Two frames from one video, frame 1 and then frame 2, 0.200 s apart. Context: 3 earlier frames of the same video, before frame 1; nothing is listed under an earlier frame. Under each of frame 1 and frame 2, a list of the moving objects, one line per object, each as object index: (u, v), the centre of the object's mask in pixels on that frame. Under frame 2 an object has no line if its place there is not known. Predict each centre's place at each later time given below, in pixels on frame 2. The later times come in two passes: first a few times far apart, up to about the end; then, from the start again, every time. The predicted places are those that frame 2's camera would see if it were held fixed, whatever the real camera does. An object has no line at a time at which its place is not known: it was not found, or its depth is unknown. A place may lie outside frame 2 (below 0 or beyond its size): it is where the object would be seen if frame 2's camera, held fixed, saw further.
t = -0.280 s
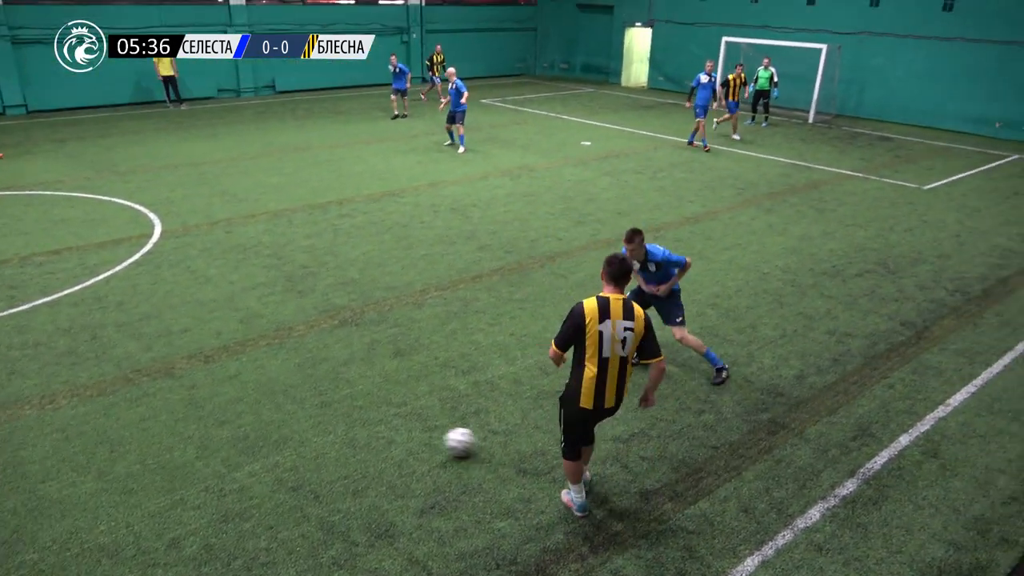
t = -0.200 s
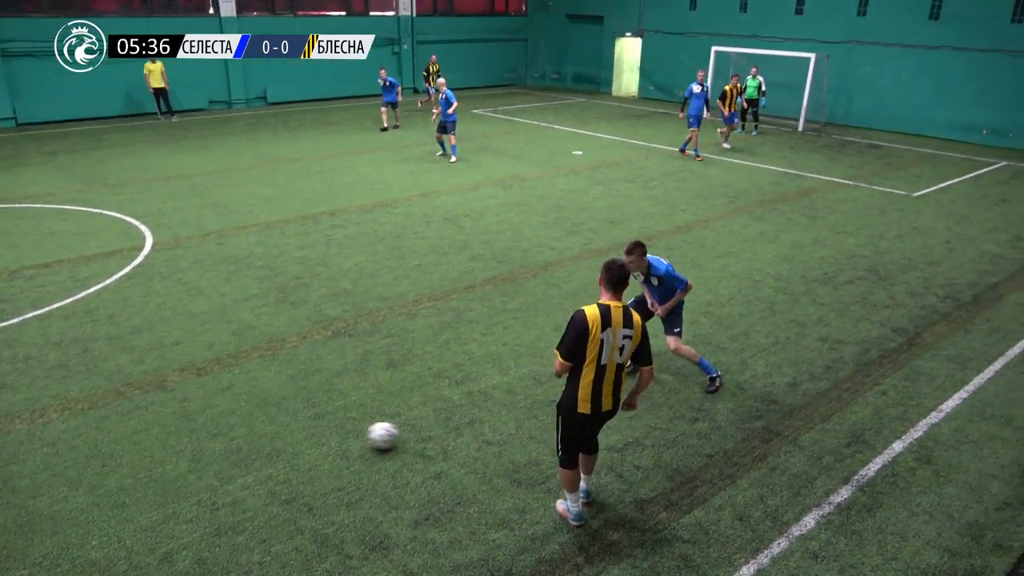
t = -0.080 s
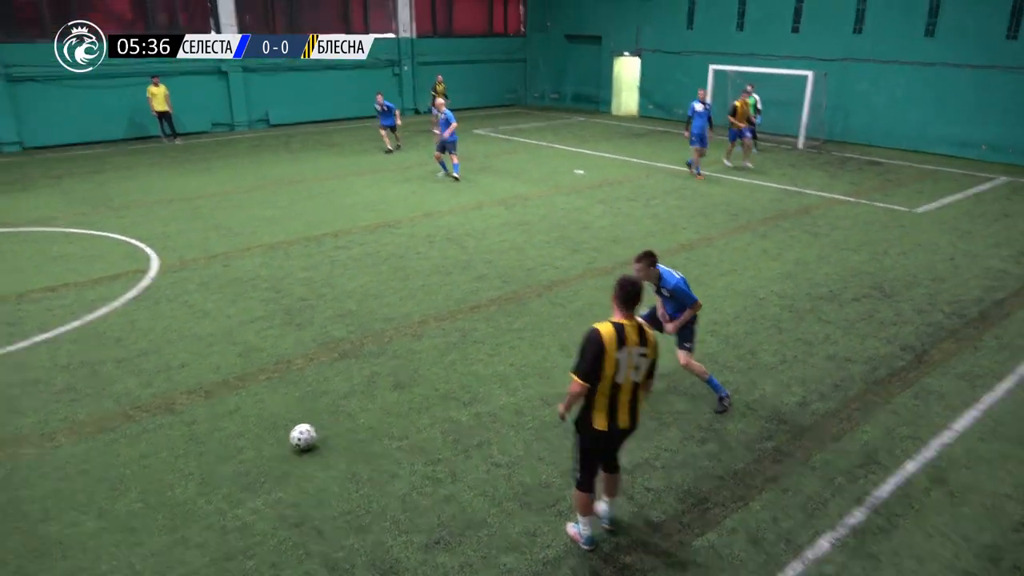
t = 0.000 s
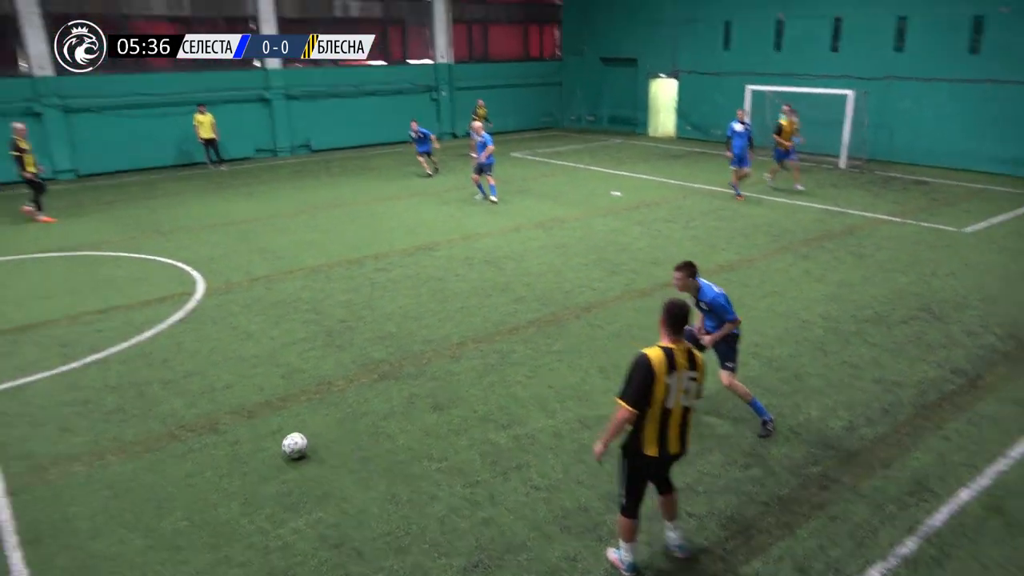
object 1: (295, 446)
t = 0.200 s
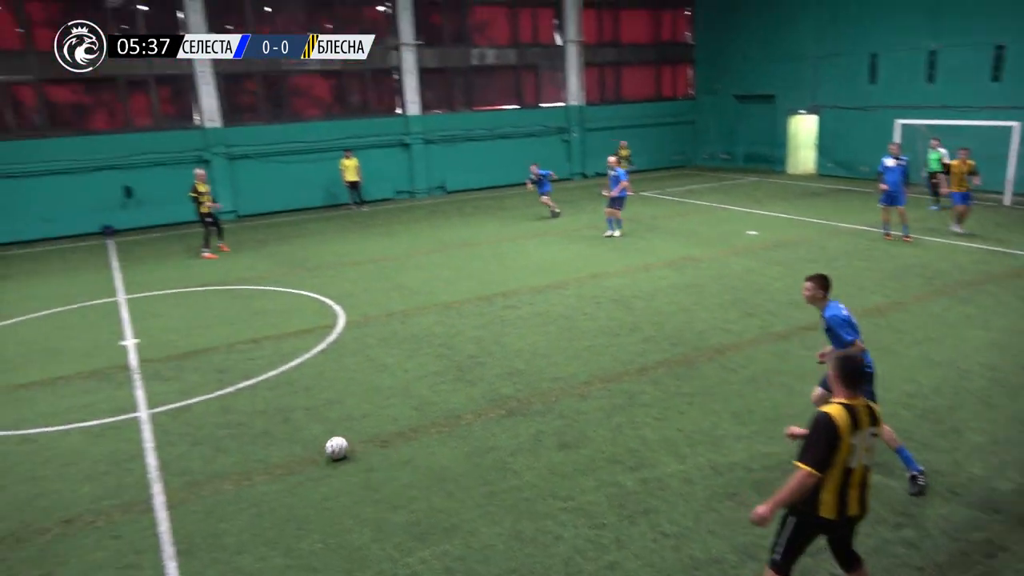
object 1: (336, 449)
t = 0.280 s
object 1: (308, 438)
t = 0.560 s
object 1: (222, 413)
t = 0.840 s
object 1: (151, 391)
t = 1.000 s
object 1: (117, 381)
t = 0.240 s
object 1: (321, 443)
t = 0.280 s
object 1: (308, 438)
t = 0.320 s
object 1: (294, 434)
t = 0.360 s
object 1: (281, 432)
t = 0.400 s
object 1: (269, 426)
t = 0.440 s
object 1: (256, 422)
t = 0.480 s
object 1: (244, 418)
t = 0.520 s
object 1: (233, 417)
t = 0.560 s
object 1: (222, 413)
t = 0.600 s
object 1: (211, 408)
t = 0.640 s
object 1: (200, 406)
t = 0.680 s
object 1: (190, 403)
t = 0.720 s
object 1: (180, 400)
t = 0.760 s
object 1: (170, 397)
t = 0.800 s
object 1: (160, 394)
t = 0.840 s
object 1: (151, 391)
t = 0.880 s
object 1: (142, 389)
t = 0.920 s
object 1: (133, 386)
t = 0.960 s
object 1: (124, 383)
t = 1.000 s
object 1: (117, 381)
